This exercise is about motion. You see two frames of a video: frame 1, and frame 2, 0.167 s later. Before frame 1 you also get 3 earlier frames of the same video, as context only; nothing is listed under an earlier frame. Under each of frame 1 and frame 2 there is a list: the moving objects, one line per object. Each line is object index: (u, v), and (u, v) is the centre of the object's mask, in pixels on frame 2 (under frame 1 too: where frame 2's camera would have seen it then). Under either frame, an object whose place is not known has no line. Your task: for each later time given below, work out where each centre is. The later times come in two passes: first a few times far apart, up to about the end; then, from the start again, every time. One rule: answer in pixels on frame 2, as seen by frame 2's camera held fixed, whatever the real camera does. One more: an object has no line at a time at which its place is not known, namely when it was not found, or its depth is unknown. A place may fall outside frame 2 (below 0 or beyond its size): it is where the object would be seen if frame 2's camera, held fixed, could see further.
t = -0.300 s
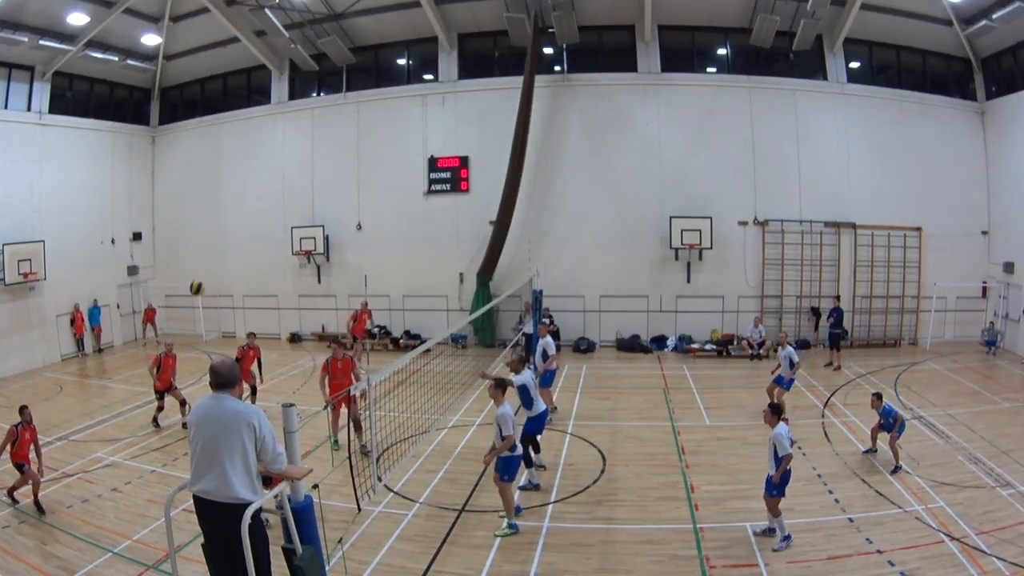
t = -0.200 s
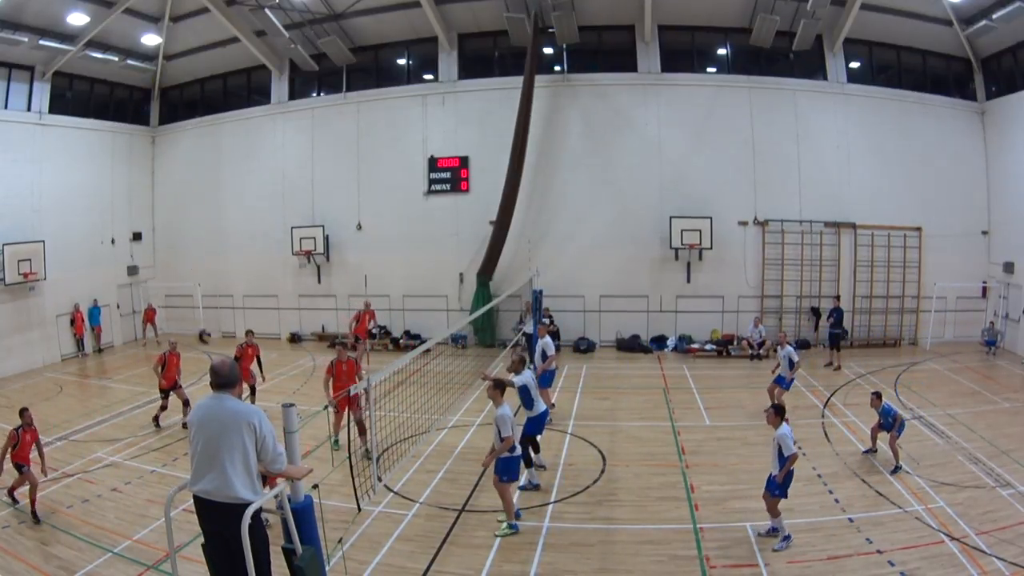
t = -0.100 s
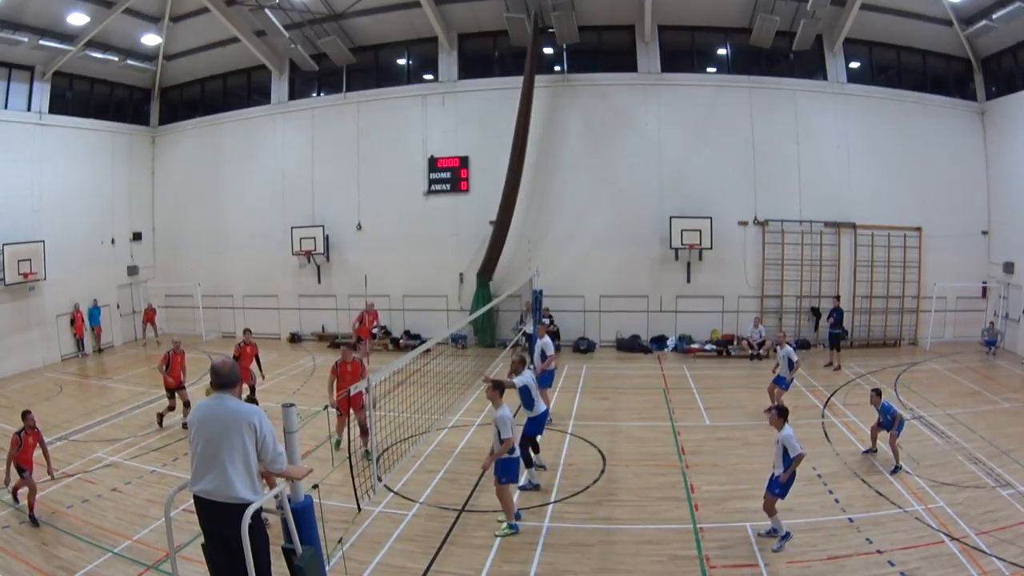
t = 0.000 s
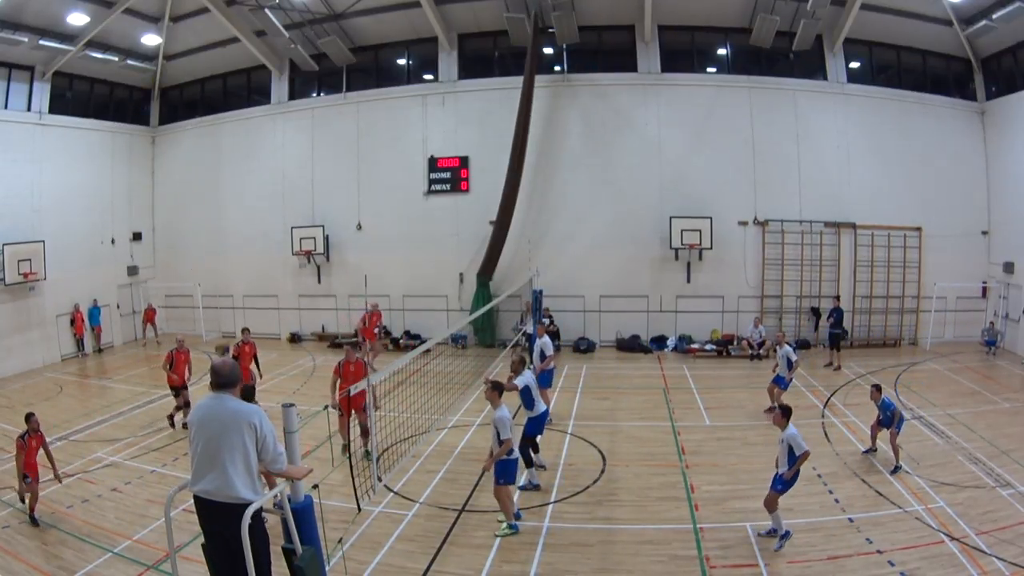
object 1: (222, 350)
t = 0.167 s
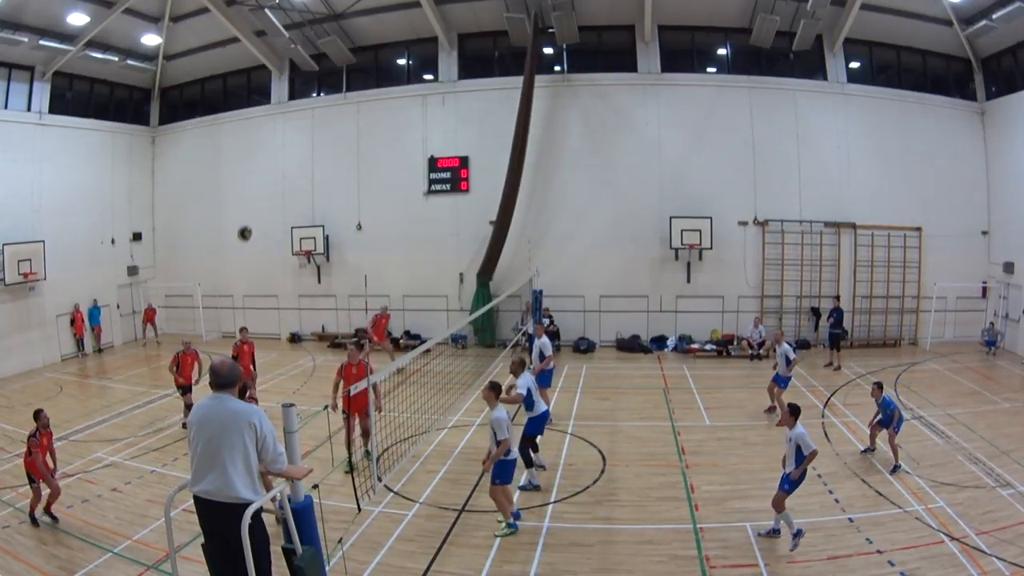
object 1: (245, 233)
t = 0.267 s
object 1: (260, 181)
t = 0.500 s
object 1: (296, 103)
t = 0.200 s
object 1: (250, 214)
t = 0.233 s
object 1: (255, 197)
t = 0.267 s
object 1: (260, 181)
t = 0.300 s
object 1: (265, 167)
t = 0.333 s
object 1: (271, 153)
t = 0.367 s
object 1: (276, 141)
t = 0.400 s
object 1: (281, 130)
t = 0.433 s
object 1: (286, 120)
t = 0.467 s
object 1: (292, 111)
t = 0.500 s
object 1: (296, 103)
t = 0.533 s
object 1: (301, 96)
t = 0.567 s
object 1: (305, 90)
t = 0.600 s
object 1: (310, 85)
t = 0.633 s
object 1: (315, 80)
